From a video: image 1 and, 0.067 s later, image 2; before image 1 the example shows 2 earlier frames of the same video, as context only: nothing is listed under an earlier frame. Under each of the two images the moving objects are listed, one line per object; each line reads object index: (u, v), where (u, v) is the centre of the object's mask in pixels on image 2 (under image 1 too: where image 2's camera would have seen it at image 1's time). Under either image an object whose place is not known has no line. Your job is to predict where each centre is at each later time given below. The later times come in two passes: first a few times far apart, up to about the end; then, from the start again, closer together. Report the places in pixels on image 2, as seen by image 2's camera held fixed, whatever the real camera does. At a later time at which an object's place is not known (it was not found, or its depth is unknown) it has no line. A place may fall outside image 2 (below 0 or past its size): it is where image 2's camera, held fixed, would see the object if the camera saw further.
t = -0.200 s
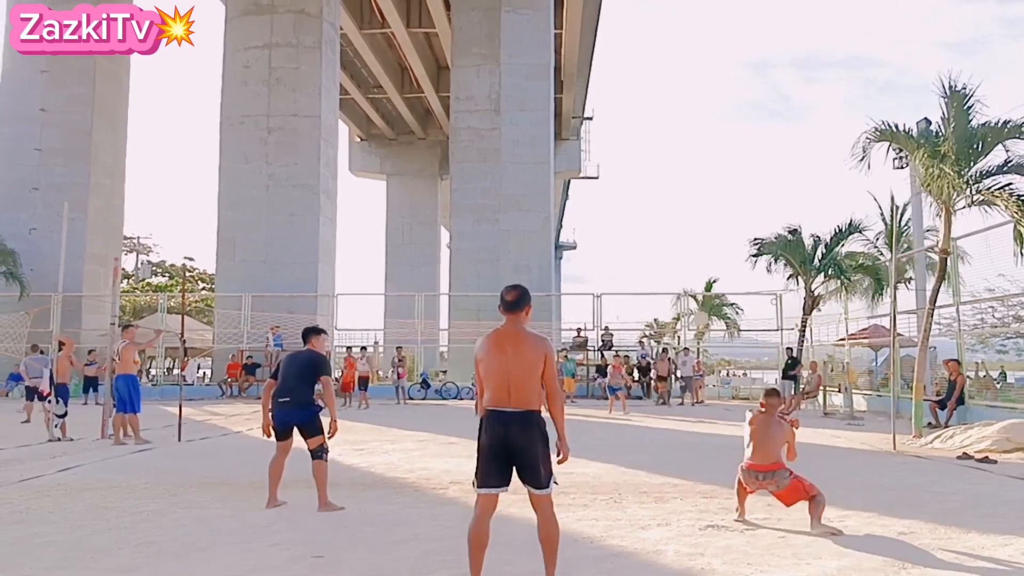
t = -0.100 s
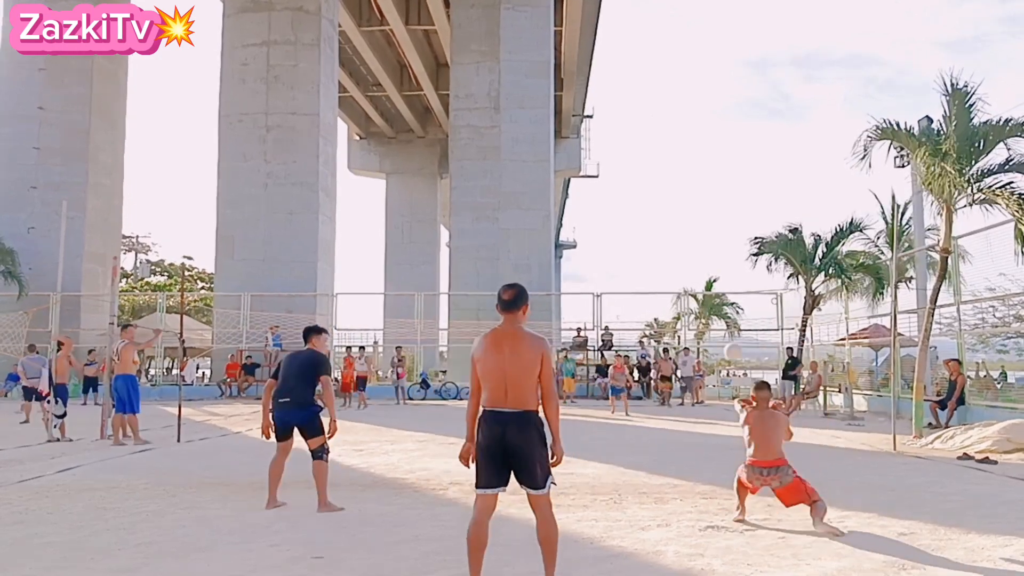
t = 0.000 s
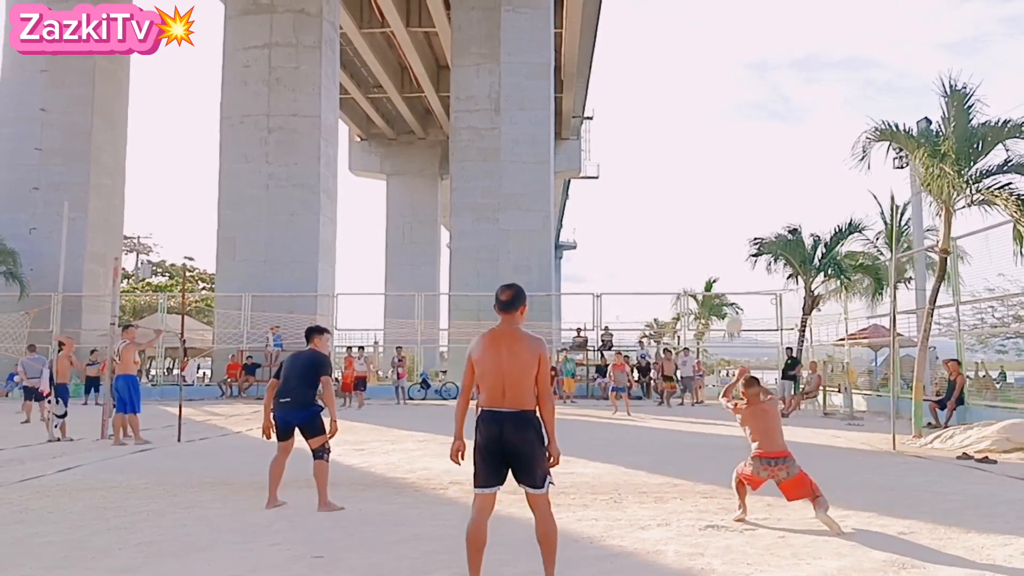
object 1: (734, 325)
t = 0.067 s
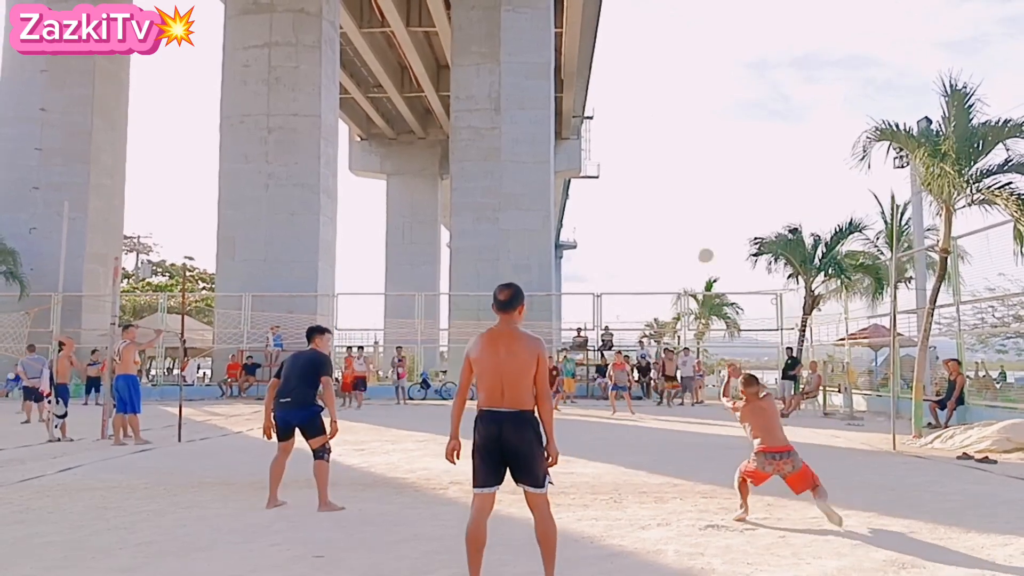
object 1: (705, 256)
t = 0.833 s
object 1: (549, 22)
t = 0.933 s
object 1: (538, 29)
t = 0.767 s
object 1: (556, 19)
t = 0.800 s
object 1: (552, 19)
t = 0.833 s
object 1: (549, 22)
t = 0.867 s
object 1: (545, 23)
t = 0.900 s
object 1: (542, 25)
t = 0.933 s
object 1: (538, 29)
